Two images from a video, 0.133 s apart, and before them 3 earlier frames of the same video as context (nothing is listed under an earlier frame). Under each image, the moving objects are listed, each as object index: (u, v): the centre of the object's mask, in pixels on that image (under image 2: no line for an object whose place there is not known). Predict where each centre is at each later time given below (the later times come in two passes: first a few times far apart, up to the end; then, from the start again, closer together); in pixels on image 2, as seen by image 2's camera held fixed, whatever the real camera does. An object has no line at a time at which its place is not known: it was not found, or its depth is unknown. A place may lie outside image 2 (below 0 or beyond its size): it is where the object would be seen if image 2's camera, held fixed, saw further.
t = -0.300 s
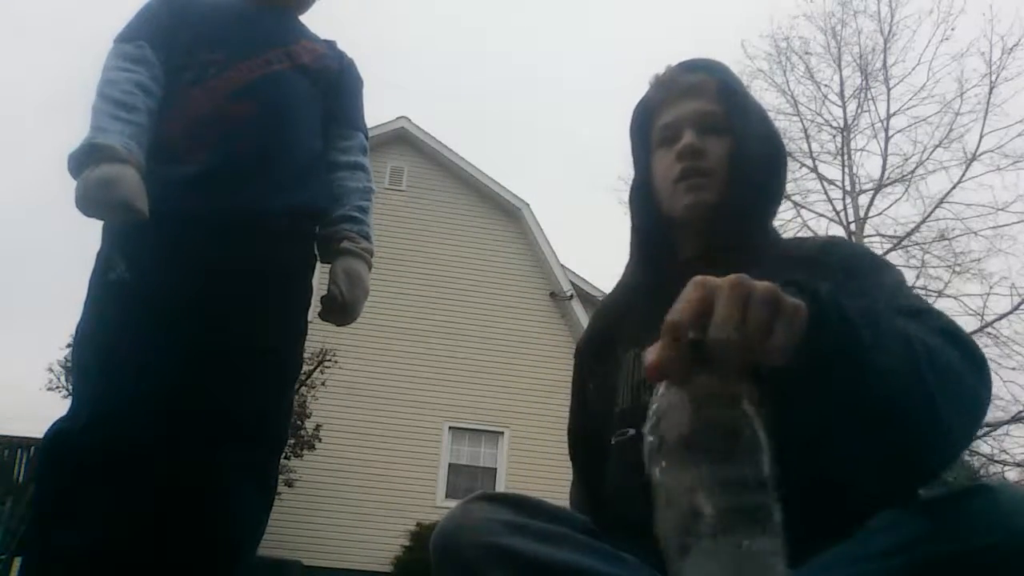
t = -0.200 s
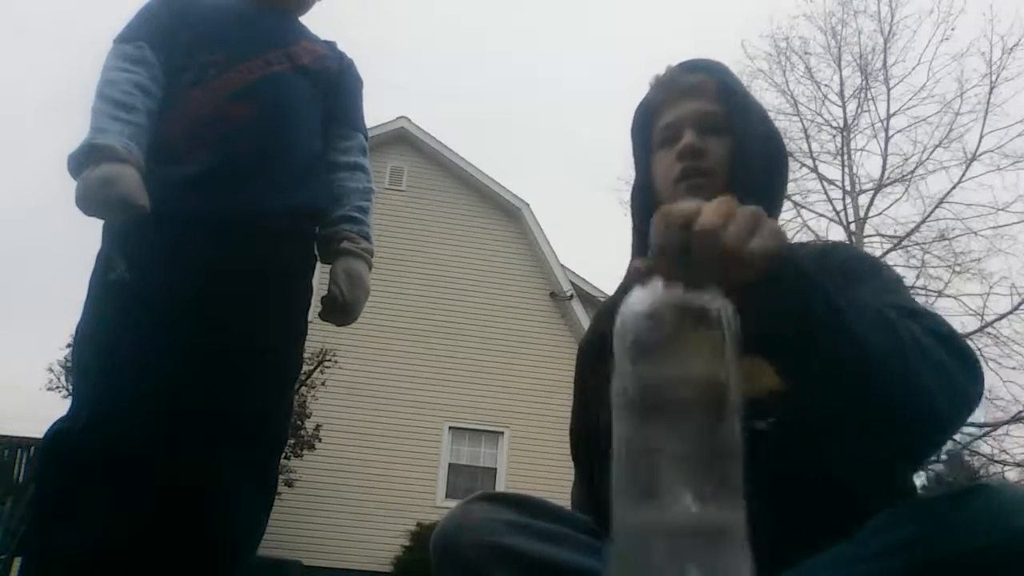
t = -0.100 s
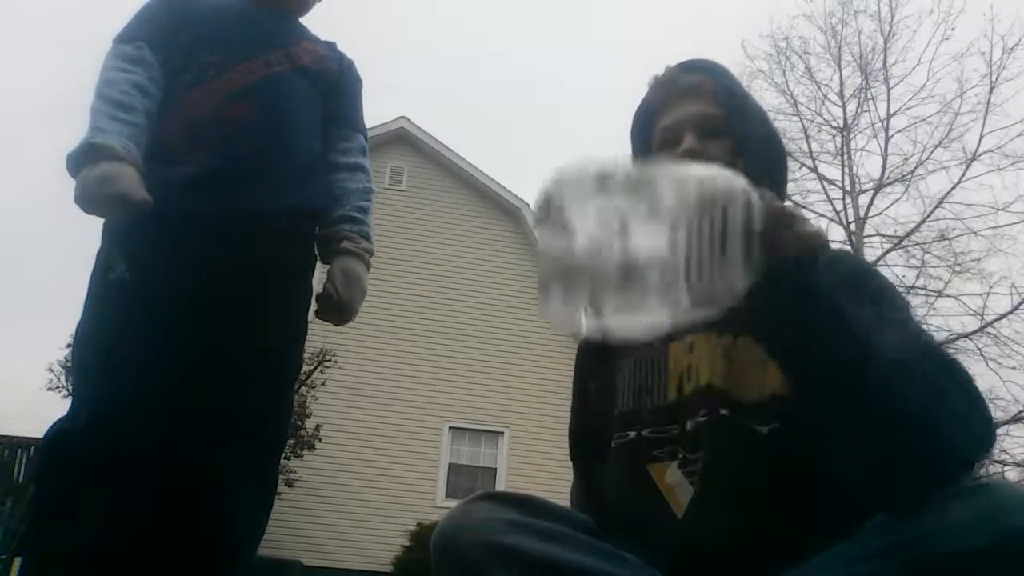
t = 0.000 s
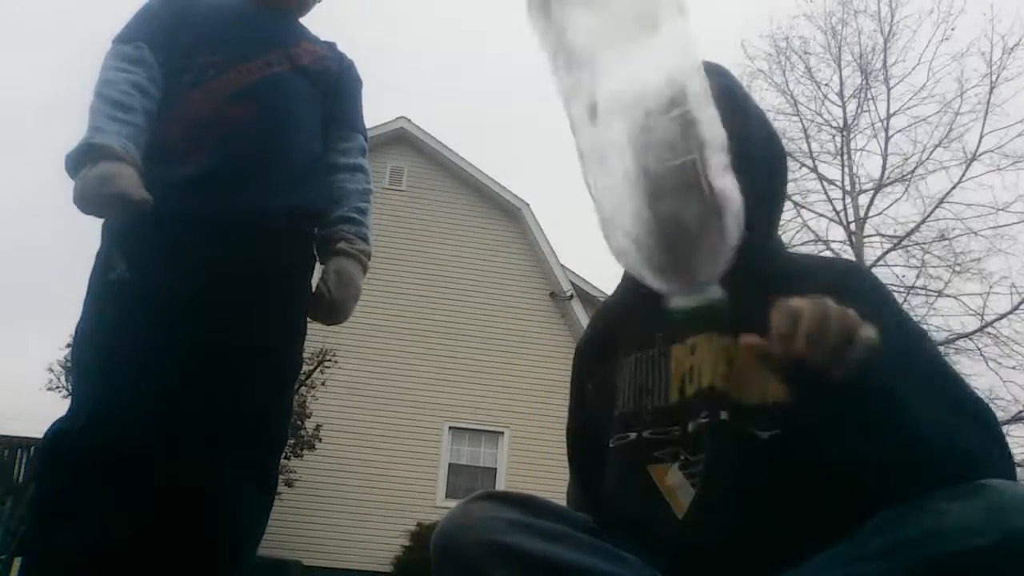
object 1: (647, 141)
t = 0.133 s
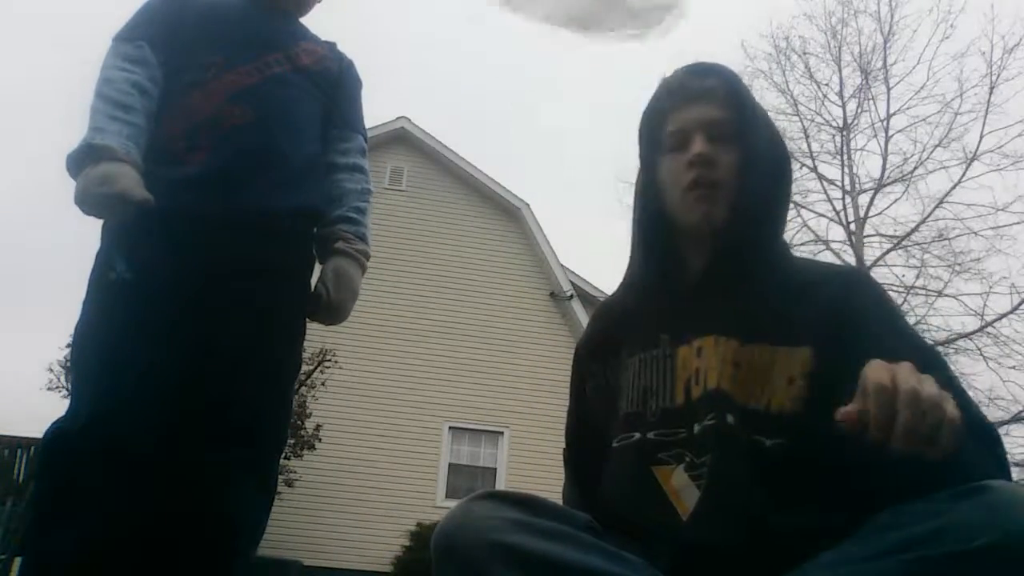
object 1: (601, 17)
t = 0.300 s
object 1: (556, 138)
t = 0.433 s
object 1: (504, 426)
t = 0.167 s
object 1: (615, 28)
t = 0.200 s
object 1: (610, 43)
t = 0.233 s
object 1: (600, 62)
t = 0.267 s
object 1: (581, 93)
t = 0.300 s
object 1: (556, 138)
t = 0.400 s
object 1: (475, 396)
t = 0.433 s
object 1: (504, 426)
